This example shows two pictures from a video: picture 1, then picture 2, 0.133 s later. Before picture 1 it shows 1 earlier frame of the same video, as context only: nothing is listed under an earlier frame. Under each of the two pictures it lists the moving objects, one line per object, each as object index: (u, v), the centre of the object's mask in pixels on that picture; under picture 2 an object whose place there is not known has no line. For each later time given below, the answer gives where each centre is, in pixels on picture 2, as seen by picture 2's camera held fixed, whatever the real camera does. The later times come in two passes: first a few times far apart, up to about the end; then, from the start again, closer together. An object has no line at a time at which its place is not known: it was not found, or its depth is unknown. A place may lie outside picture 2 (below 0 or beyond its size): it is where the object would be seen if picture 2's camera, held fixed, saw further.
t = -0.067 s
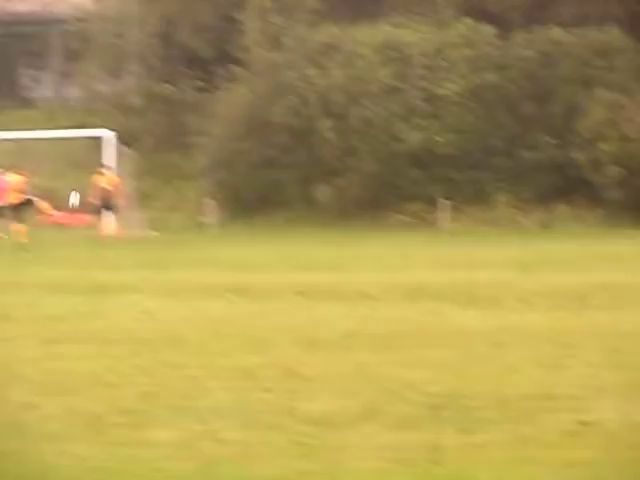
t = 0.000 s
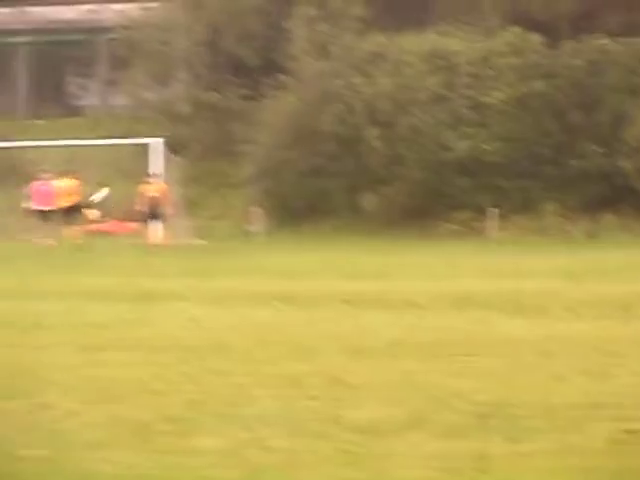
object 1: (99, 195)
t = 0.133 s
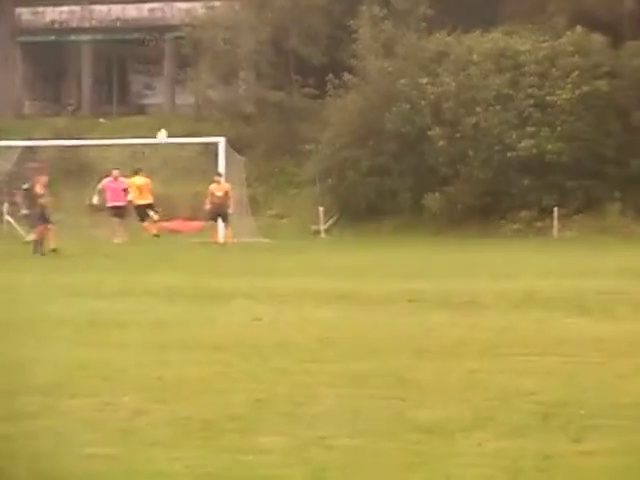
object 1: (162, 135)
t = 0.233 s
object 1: (157, 100)
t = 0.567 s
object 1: (143, 13)
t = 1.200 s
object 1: (115, 6)
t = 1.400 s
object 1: (108, 45)
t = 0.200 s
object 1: (159, 111)
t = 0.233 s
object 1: (157, 100)
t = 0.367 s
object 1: (152, 58)
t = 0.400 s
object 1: (151, 49)
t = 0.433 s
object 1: (149, 41)
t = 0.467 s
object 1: (147, 33)
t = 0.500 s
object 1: (146, 27)
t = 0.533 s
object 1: (145, 20)
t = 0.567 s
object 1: (143, 13)
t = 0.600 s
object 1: (141, 8)
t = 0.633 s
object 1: (139, 2)
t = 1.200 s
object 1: (115, 6)
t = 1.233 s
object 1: (114, 10)
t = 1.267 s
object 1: (113, 17)
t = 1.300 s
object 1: (112, 23)
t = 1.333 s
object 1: (111, 29)
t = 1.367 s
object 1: (110, 37)
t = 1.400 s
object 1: (108, 45)
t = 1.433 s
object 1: (107, 53)
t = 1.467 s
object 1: (106, 61)
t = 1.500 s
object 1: (105, 71)
